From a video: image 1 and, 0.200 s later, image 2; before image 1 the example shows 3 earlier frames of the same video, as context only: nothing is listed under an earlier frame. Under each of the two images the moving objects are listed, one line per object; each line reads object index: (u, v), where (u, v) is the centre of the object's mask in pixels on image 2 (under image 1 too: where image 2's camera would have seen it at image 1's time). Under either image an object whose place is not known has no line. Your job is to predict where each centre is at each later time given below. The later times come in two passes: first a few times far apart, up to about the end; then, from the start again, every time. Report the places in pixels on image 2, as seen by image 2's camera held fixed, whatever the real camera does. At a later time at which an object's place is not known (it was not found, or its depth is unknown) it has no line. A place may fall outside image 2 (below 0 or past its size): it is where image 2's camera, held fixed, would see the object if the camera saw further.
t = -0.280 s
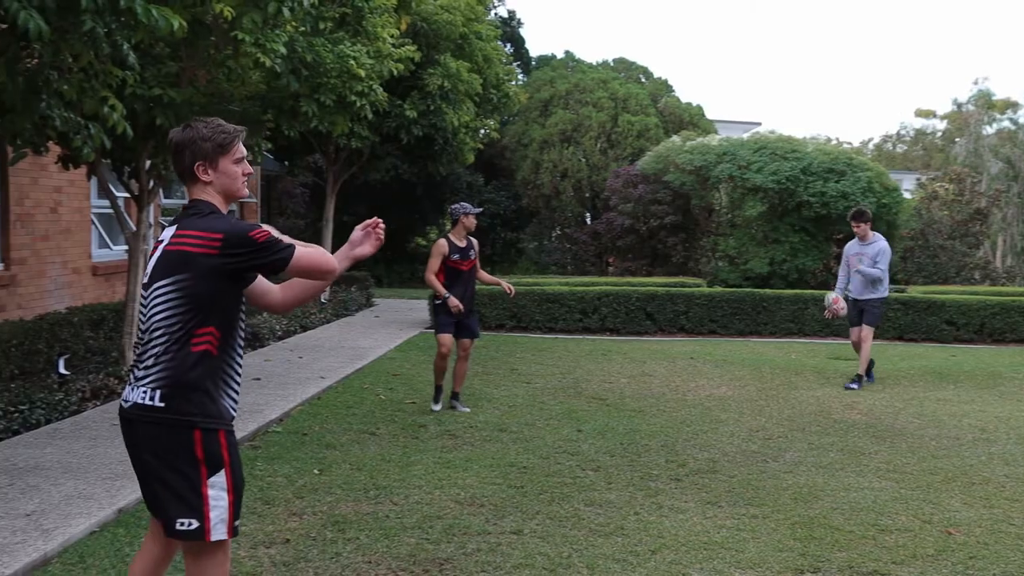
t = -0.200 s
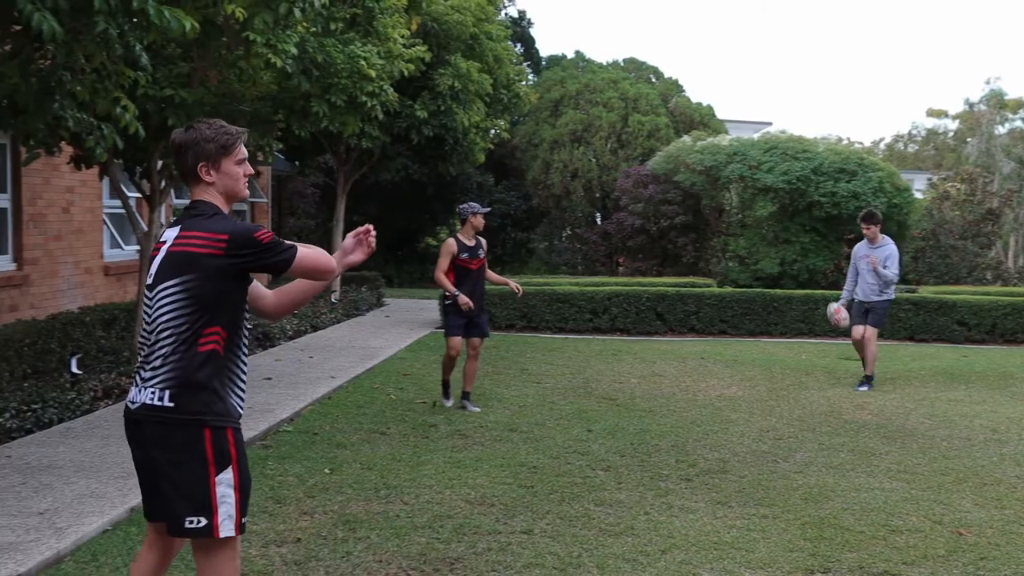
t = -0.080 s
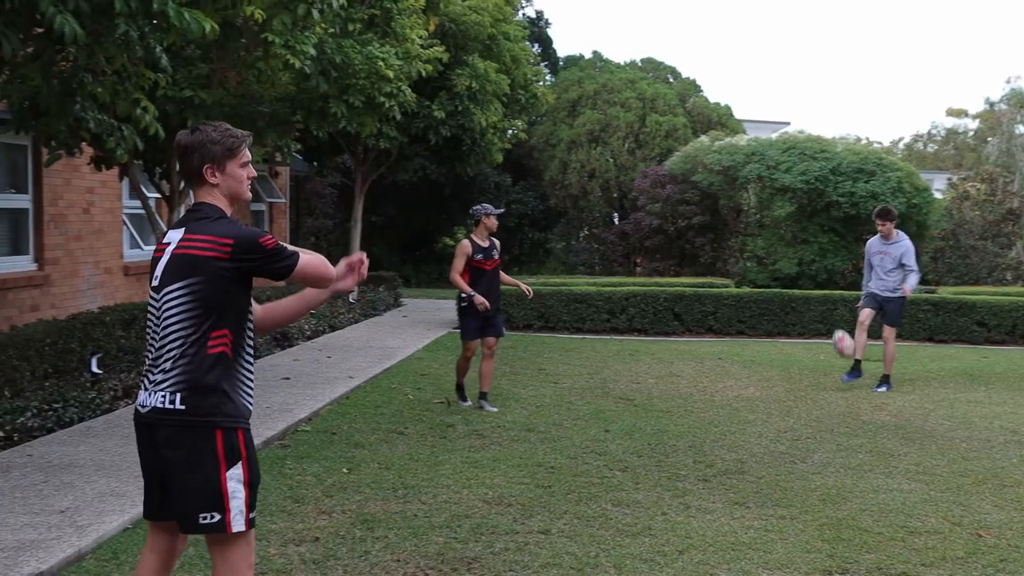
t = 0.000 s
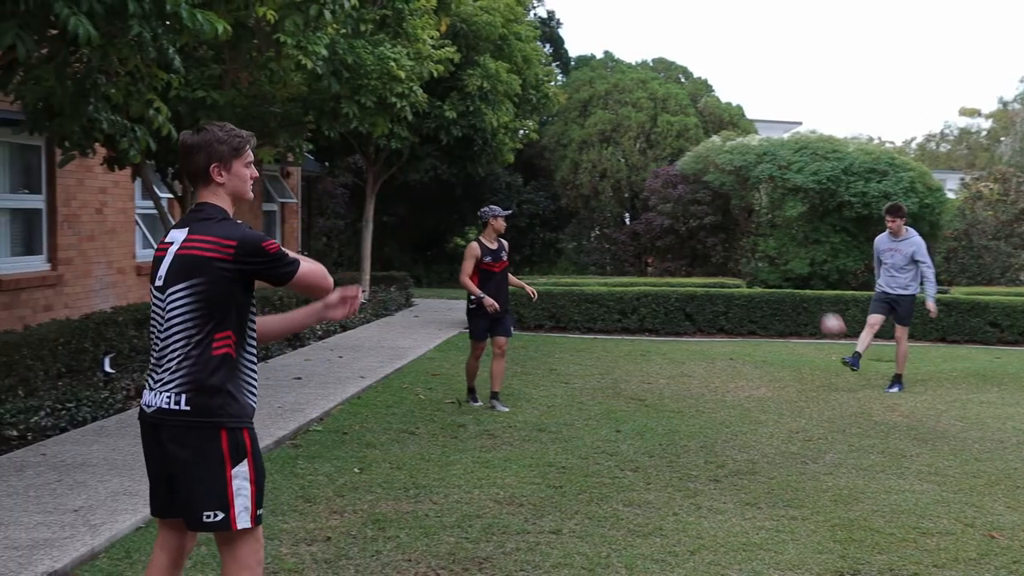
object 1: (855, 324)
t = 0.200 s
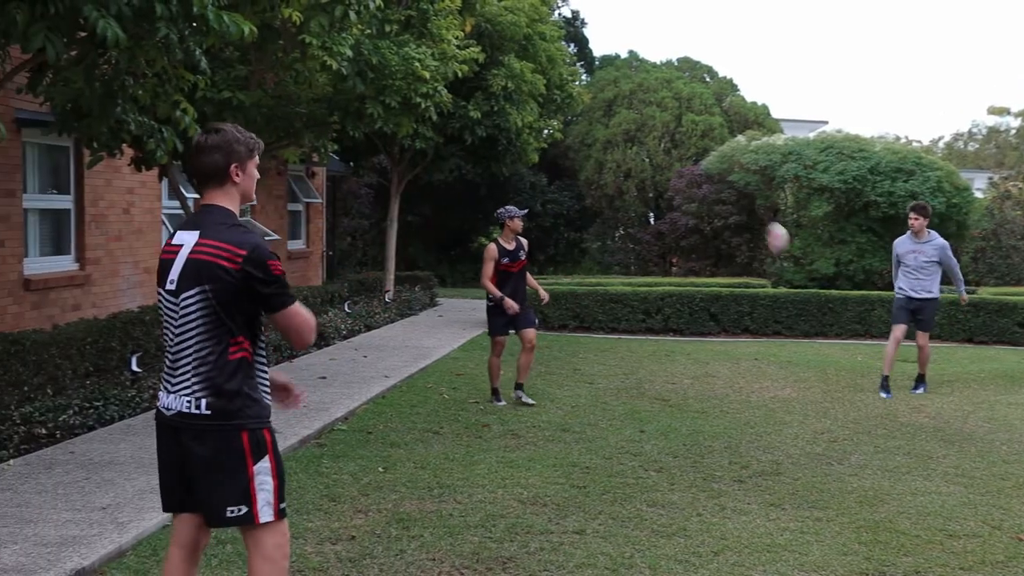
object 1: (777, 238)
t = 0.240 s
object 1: (761, 227)
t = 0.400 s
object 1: (696, 191)
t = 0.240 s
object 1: (761, 227)
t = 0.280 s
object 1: (746, 215)
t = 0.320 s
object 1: (730, 205)
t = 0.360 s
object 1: (713, 197)
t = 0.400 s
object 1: (696, 191)
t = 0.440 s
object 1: (681, 186)
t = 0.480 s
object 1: (664, 182)
